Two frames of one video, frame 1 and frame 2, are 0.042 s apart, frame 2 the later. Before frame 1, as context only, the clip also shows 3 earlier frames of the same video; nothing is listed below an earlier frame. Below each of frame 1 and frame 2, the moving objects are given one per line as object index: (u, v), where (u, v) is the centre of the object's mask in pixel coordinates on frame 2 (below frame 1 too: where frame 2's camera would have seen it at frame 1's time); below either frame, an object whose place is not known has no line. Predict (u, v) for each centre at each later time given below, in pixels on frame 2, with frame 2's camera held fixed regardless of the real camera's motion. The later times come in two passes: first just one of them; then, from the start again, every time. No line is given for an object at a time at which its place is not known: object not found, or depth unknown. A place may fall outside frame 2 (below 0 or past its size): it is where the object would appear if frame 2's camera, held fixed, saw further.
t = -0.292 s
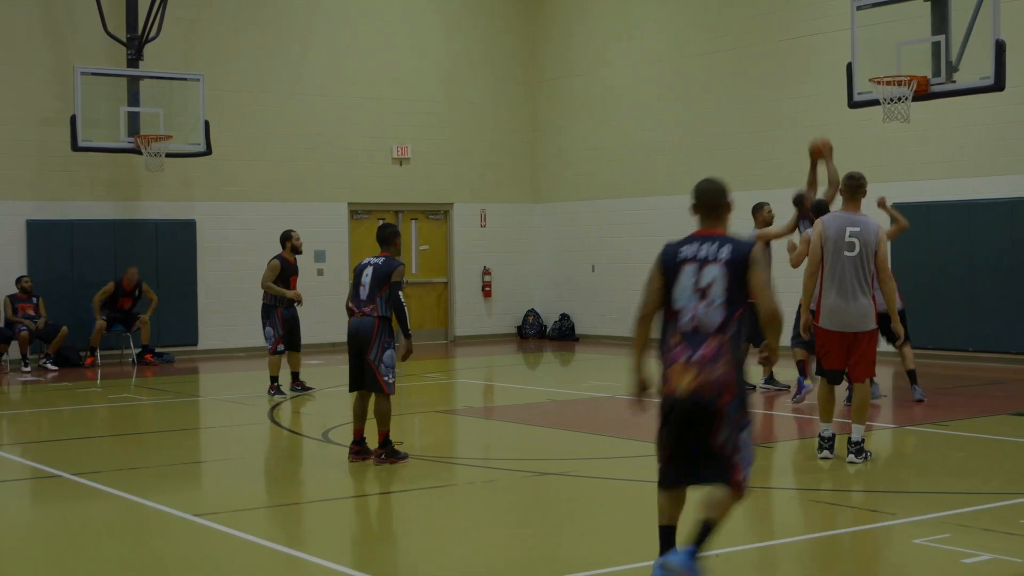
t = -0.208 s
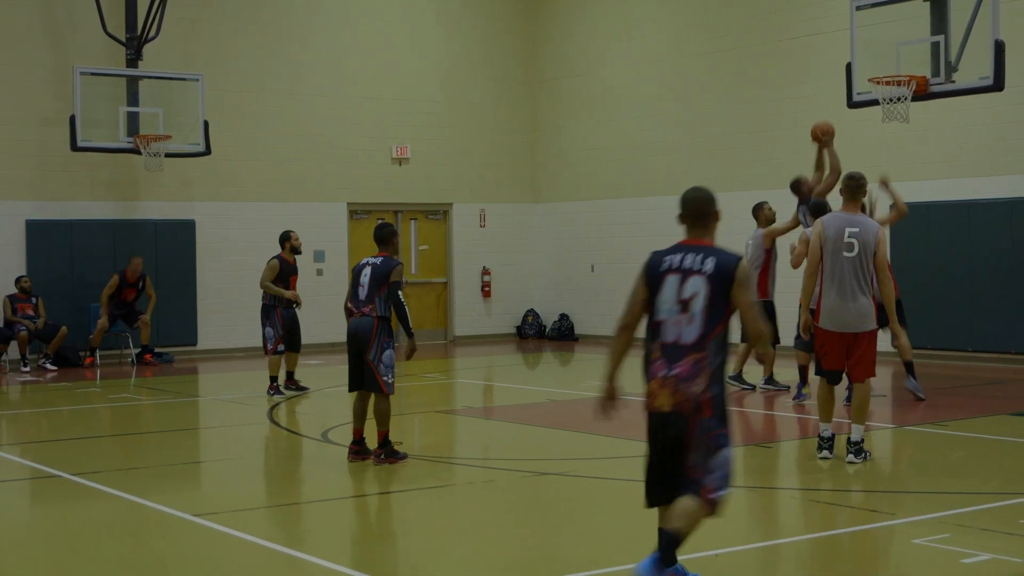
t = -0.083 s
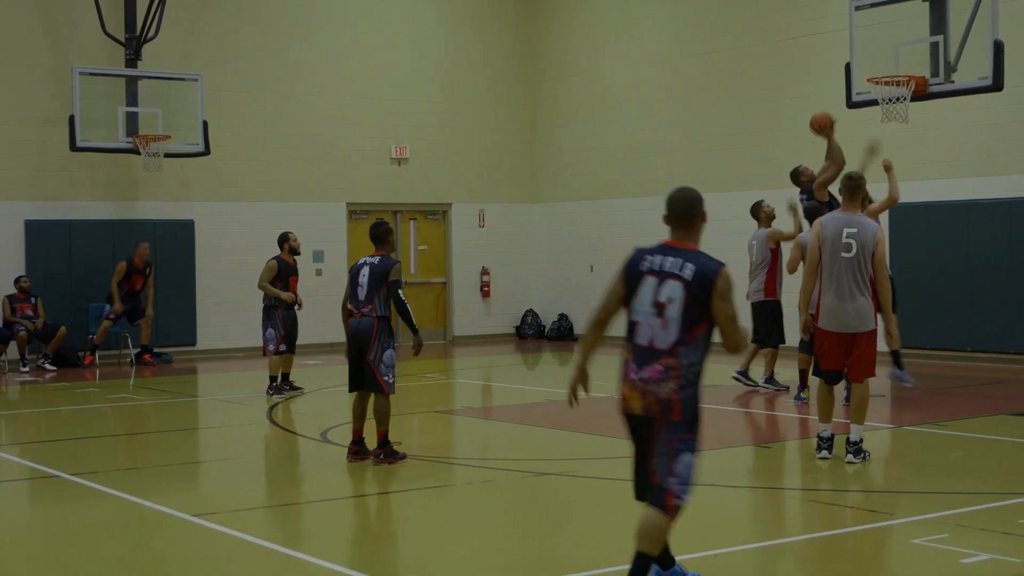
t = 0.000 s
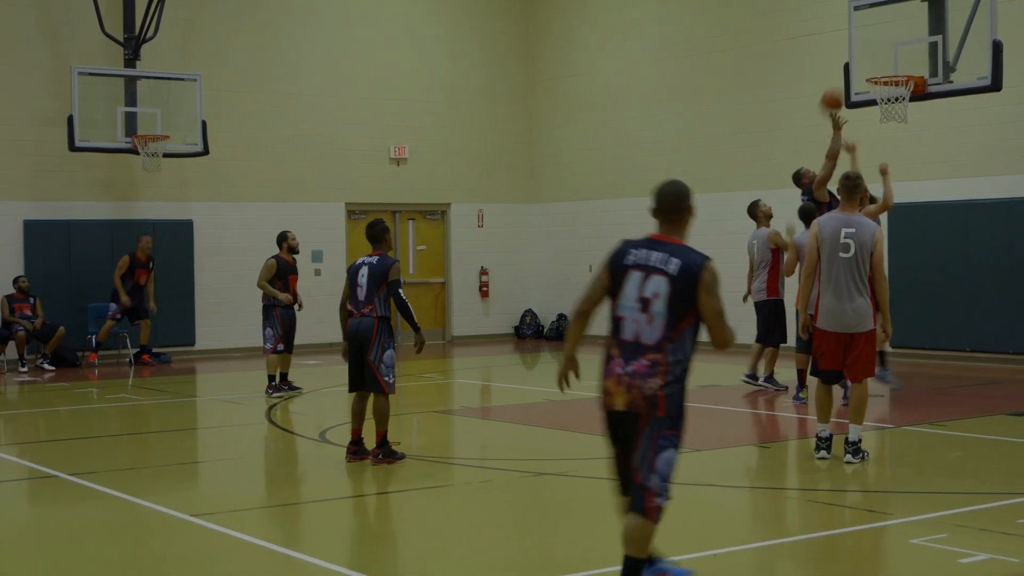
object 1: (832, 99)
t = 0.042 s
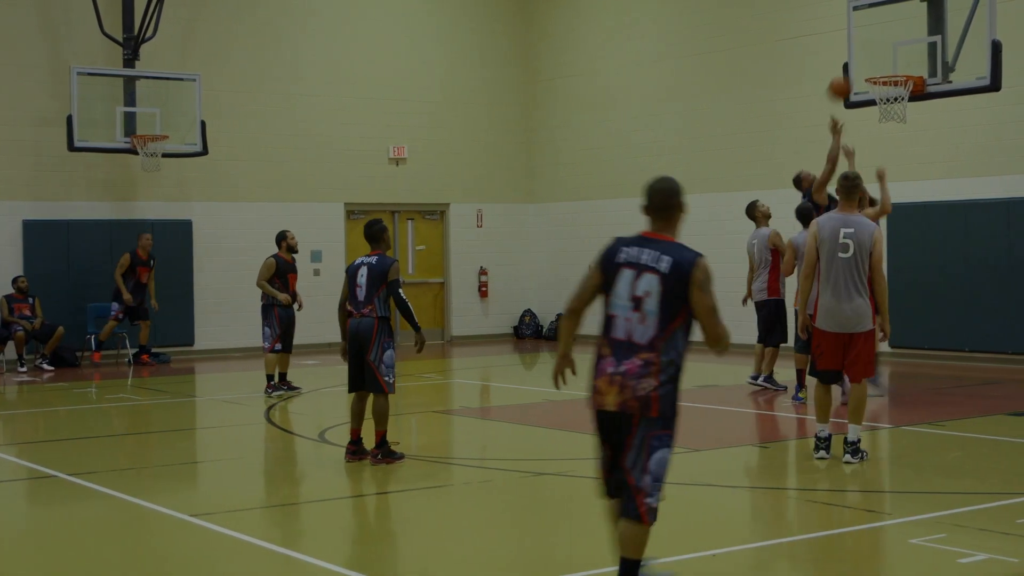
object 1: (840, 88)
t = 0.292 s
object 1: (885, 50)
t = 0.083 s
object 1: (848, 76)
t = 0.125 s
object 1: (856, 68)
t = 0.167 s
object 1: (865, 61)
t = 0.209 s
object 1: (873, 55)
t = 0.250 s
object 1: (881, 51)
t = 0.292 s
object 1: (885, 50)
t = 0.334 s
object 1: (883, 50)
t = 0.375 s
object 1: (880, 52)
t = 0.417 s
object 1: (878, 56)
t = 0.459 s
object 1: (875, 61)
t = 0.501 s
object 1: (873, 67)
